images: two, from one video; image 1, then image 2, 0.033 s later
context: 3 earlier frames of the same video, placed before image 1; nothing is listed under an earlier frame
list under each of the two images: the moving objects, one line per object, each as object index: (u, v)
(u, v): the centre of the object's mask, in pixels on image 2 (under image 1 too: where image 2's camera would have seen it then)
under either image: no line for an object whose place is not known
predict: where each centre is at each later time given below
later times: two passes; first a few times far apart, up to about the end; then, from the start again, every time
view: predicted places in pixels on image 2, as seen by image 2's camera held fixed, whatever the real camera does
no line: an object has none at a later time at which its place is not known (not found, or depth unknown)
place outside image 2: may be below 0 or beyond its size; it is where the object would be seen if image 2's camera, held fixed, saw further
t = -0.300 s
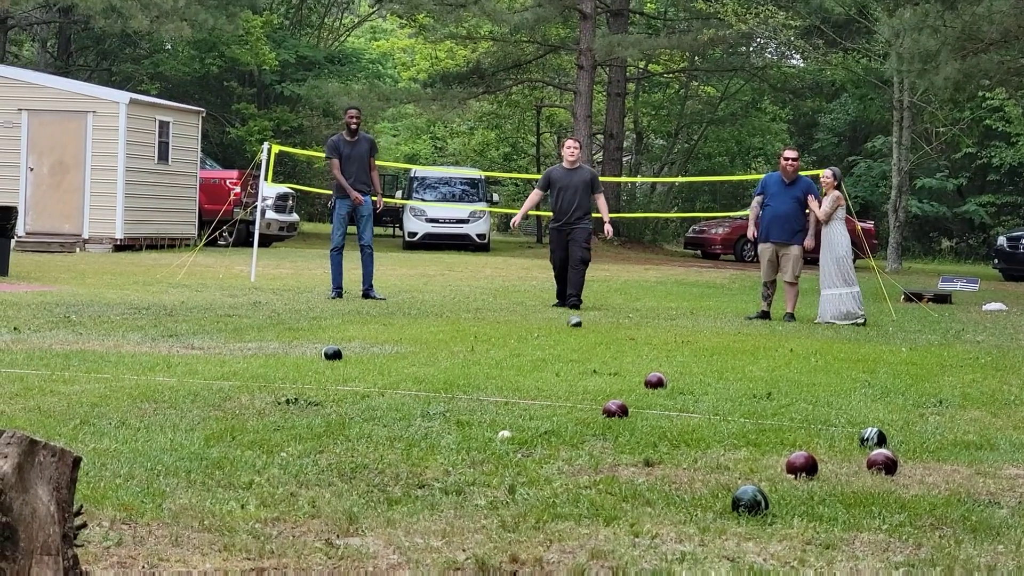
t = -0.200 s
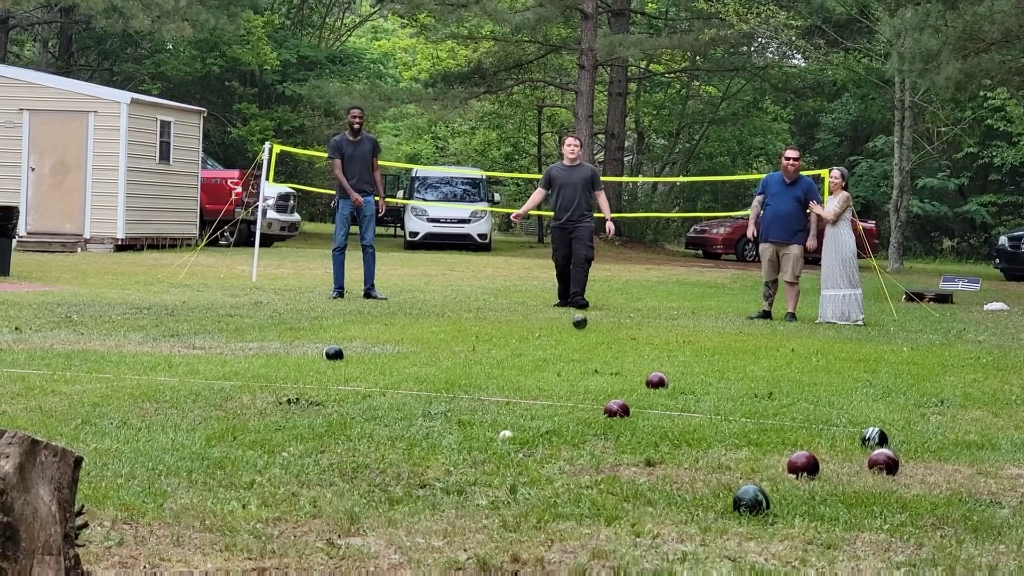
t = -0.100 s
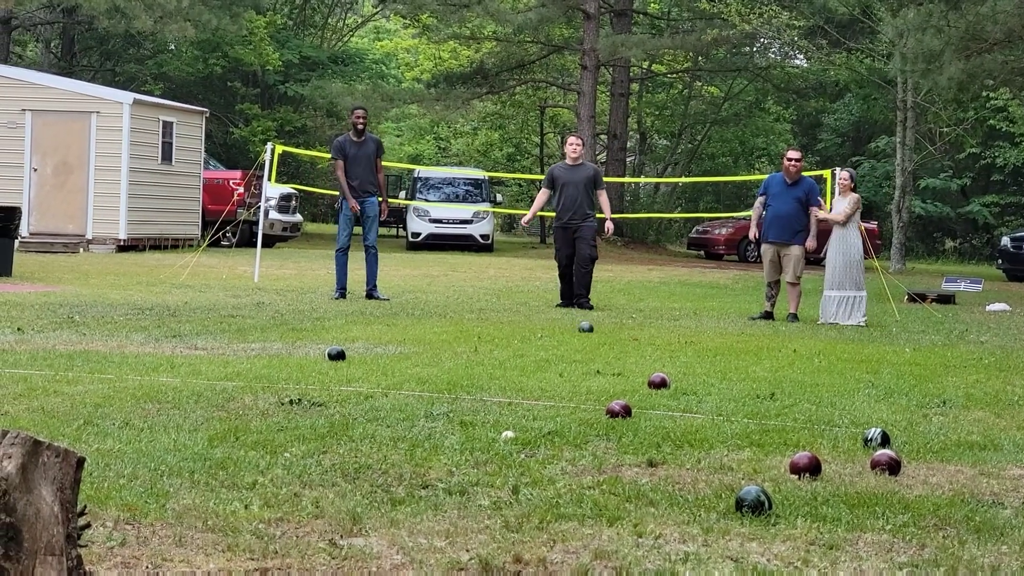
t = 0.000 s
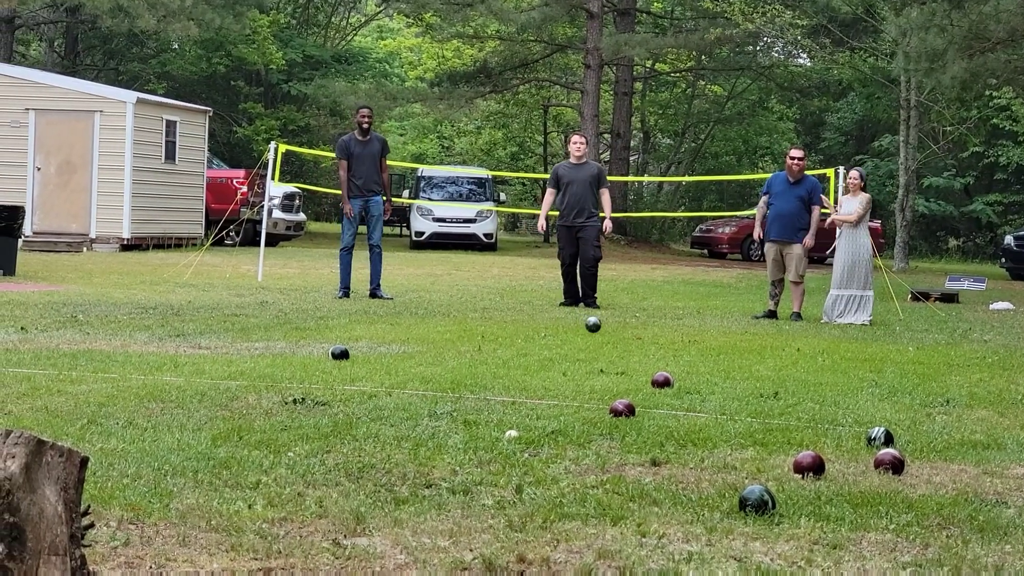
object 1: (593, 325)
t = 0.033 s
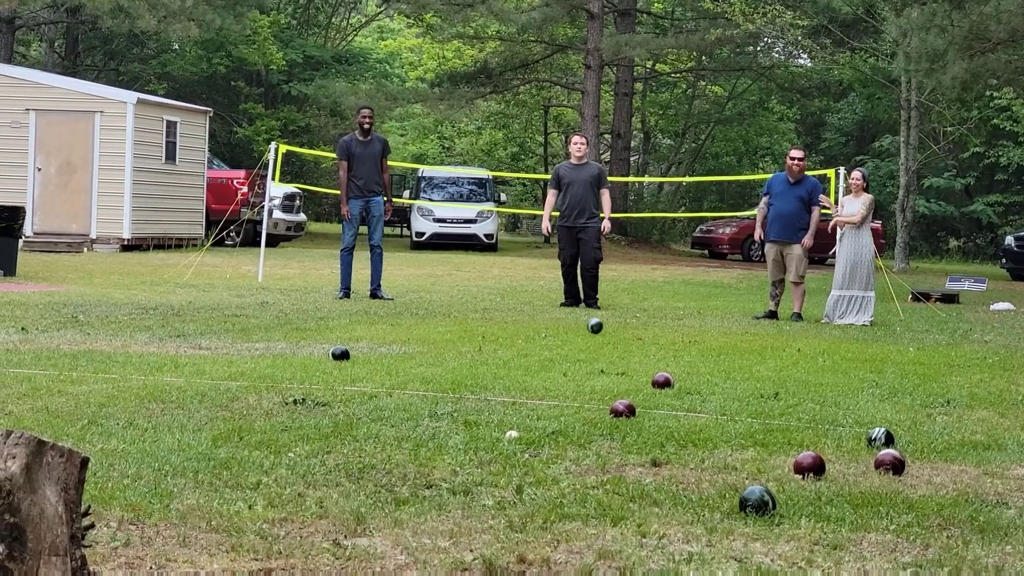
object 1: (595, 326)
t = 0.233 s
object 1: (604, 333)
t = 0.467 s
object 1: (616, 344)
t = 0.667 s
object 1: (627, 352)
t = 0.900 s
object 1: (641, 355)
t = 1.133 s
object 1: (656, 364)
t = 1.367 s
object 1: (673, 373)
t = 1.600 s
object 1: (686, 379)
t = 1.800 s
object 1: (703, 386)
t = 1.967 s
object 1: (722, 391)
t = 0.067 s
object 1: (596, 328)
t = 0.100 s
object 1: (597, 331)
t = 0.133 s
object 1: (598, 334)
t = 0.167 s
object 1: (600, 334)
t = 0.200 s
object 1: (602, 333)
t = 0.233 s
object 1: (604, 333)
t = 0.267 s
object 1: (605, 335)
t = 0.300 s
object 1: (607, 337)
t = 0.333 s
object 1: (609, 339)
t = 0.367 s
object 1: (610, 340)
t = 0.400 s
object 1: (612, 341)
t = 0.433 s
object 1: (614, 342)
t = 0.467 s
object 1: (616, 344)
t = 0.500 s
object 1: (618, 344)
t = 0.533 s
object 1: (620, 343)
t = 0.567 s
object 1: (621, 344)
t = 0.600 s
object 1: (623, 345)
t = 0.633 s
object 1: (625, 348)
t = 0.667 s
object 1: (627, 352)
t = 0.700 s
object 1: (629, 352)
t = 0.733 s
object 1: (631, 351)
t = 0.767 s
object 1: (633, 352)
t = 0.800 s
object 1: (635, 353)
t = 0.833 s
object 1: (638, 355)
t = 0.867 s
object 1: (639, 355)
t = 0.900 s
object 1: (641, 355)
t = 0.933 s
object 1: (643, 357)
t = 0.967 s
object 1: (646, 359)
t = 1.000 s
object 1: (647, 361)
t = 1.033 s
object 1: (650, 361)
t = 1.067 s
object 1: (651, 360)
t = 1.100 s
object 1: (654, 361)
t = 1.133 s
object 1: (656, 364)
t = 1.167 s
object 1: (658, 367)
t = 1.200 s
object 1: (660, 367)
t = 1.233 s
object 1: (664, 367)
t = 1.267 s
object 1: (665, 367)
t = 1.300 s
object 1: (667, 367)
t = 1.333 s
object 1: (669, 370)
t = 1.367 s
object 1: (673, 373)
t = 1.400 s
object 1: (676, 374)
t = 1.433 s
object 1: (677, 374)
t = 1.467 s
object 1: (678, 375)
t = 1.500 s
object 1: (680, 377)
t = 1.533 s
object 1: (682, 377)
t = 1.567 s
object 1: (685, 379)
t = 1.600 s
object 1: (686, 379)
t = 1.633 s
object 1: (689, 380)
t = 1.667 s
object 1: (691, 380)
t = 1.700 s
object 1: (694, 381)
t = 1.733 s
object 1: (698, 383)
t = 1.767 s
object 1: (701, 385)
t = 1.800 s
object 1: (703, 386)
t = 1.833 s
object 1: (706, 386)
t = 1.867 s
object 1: (710, 388)
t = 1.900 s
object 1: (713, 389)
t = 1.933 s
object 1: (717, 390)
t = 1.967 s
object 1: (722, 391)
